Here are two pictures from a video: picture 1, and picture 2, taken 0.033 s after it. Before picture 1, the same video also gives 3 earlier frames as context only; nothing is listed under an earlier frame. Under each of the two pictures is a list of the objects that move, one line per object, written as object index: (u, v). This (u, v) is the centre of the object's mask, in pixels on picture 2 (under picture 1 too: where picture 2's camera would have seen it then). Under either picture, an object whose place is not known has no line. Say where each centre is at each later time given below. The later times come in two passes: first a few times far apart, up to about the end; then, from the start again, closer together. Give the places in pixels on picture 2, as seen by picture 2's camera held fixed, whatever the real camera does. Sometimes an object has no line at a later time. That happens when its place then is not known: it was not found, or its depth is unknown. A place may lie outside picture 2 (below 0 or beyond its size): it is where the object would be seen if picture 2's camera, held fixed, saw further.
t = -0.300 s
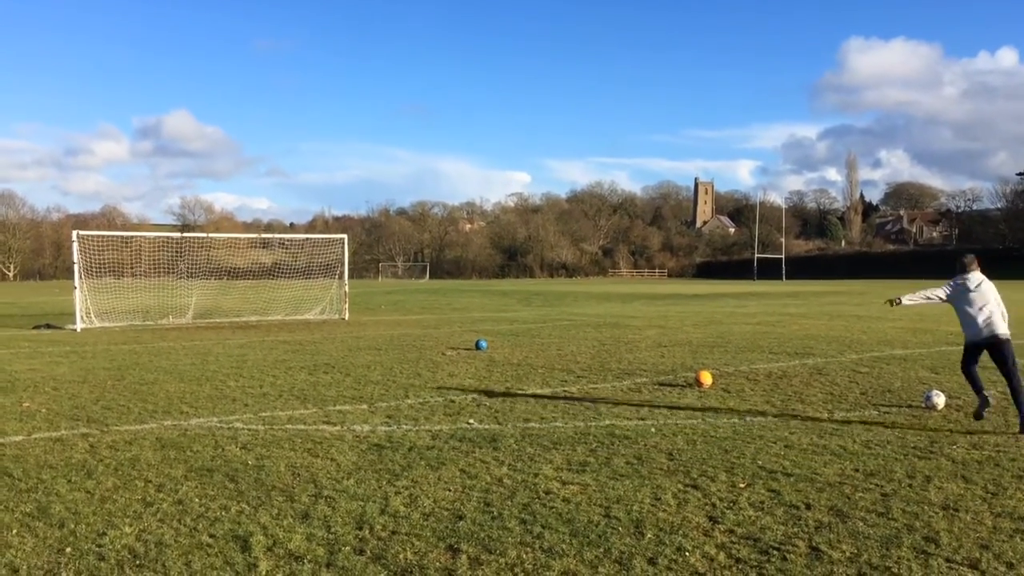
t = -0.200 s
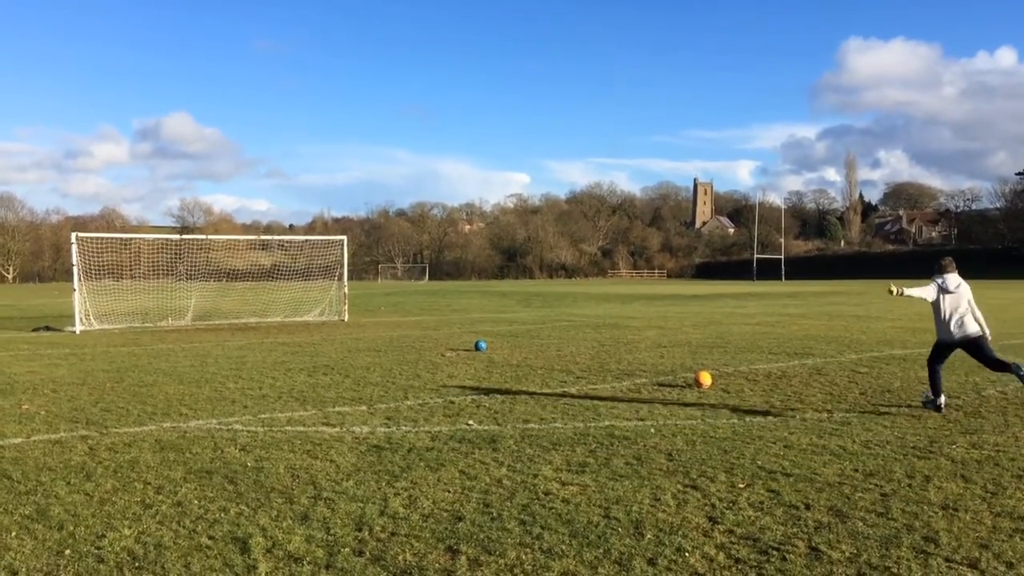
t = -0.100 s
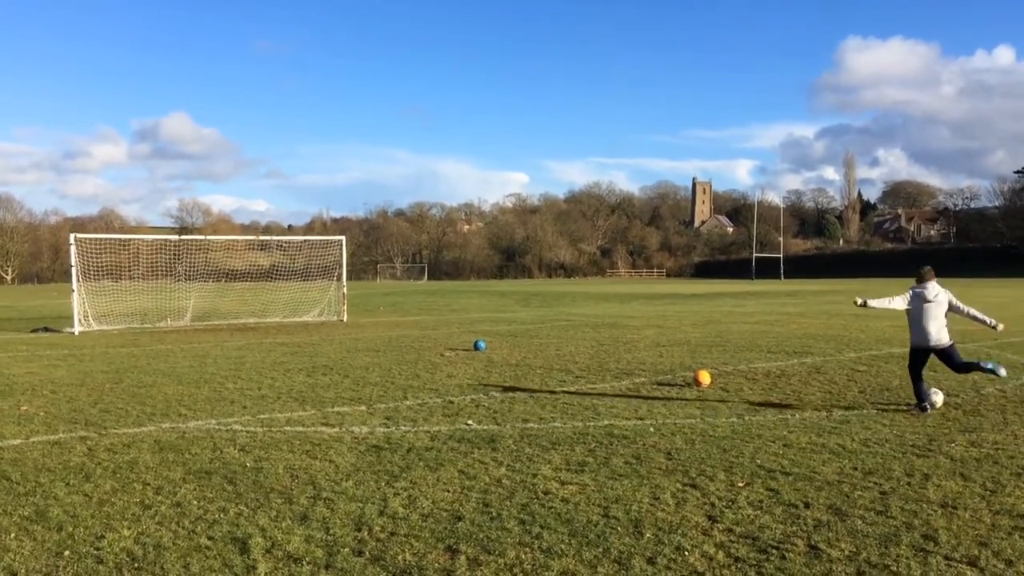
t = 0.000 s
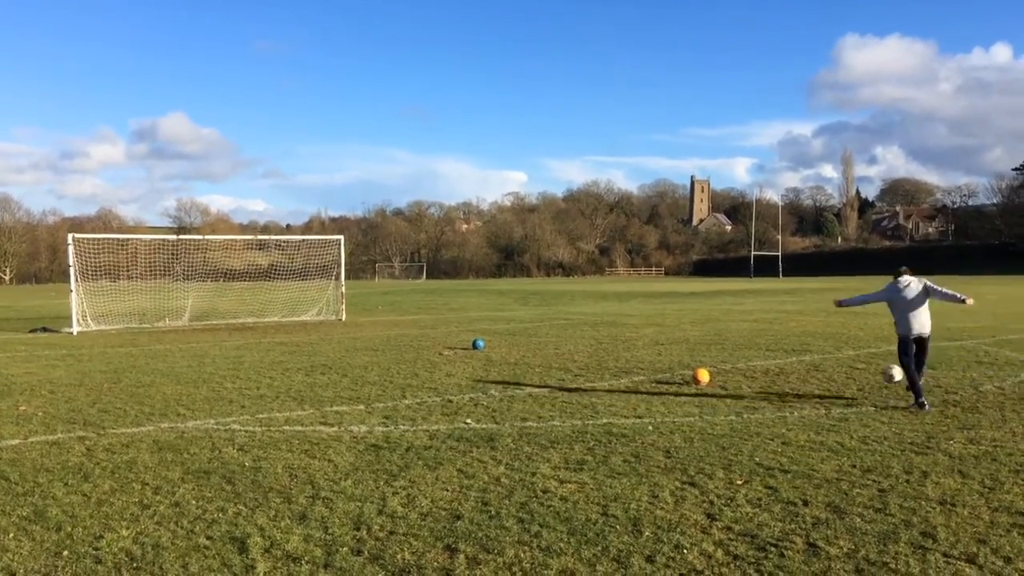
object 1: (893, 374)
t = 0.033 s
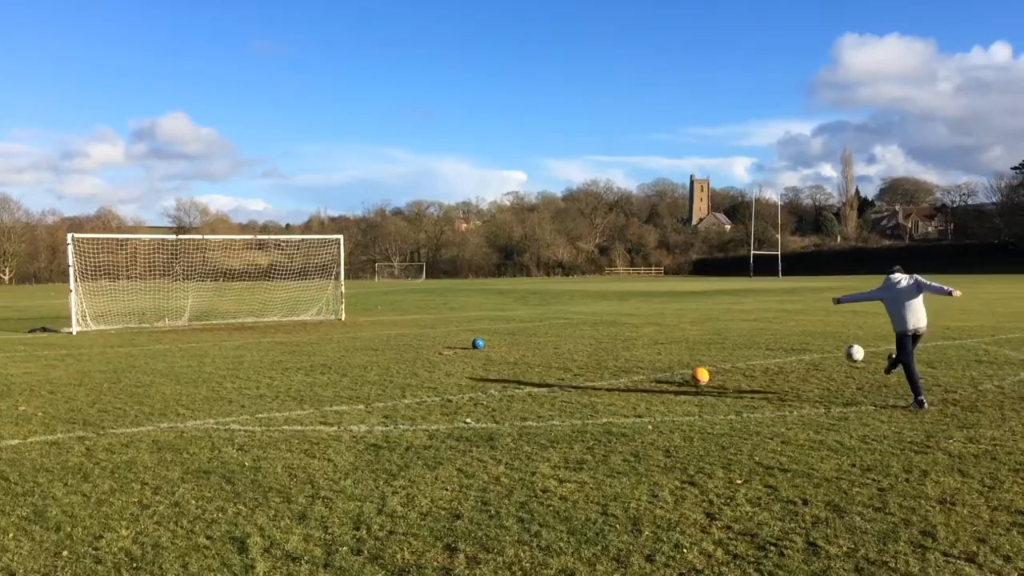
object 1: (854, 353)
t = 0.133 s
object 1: (757, 307)
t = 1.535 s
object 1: (213, 312)
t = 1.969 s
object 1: (144, 321)
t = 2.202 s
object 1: (134, 322)
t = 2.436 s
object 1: (136, 322)
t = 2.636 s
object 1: (139, 322)
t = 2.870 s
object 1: (142, 322)
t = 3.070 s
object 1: (143, 323)
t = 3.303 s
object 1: (145, 323)
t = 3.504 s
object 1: (146, 323)
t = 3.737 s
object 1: (146, 323)
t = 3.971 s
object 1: (145, 323)
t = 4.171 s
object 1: (146, 323)
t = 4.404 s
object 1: (146, 323)
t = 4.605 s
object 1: (146, 323)
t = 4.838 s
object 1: (145, 323)
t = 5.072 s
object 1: (147, 323)
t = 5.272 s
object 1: (148, 324)
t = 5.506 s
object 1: (148, 323)
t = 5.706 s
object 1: (147, 324)
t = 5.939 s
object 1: (147, 323)
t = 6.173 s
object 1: (147, 323)
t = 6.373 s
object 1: (147, 324)
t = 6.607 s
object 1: (148, 324)
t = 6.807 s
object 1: (147, 323)
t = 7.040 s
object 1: (147, 323)
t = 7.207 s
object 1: (147, 323)
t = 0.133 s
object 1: (757, 307)
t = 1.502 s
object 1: (220, 312)
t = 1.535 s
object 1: (213, 312)
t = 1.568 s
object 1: (207, 312)
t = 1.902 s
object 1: (152, 321)
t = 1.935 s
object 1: (147, 321)
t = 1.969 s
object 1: (144, 321)
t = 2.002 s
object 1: (141, 321)
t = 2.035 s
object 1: (138, 321)
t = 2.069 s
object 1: (137, 321)
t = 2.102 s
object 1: (135, 322)
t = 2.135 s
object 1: (134, 323)
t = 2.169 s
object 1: (134, 322)
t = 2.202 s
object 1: (134, 322)
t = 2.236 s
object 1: (133, 322)
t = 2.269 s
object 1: (133, 323)
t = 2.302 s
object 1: (135, 322)
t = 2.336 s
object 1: (136, 322)
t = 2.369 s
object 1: (136, 322)
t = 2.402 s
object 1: (136, 322)
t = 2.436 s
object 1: (136, 322)
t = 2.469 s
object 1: (137, 321)
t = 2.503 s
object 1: (137, 322)
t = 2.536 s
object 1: (138, 322)
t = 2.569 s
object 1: (138, 322)
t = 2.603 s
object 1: (138, 322)
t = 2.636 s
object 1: (139, 322)
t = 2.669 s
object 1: (139, 322)
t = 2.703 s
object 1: (140, 322)
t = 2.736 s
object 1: (140, 322)
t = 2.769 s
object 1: (141, 322)
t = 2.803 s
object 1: (141, 322)
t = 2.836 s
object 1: (141, 323)
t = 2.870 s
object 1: (142, 322)
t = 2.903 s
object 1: (142, 323)
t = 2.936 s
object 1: (142, 322)
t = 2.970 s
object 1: (143, 322)
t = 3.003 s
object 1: (143, 322)
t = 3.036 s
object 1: (143, 322)
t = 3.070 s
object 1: (143, 323)
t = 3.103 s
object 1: (144, 323)
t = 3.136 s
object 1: (144, 323)
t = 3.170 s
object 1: (144, 322)
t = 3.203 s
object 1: (144, 322)
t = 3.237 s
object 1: (145, 323)
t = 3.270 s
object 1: (146, 323)
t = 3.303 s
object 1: (145, 323)
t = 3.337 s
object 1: (146, 323)
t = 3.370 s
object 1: (146, 323)
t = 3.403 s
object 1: (146, 323)
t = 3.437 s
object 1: (146, 323)
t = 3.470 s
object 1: (146, 323)
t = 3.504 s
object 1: (146, 323)
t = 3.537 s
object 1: (146, 323)
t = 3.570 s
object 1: (146, 323)
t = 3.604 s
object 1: (146, 323)
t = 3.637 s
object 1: (146, 323)
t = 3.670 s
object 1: (146, 323)
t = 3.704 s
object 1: (146, 323)
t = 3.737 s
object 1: (146, 323)
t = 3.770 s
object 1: (146, 323)
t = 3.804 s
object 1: (146, 323)
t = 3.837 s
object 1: (146, 323)
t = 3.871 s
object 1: (145, 323)
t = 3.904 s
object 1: (145, 323)
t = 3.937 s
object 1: (145, 323)
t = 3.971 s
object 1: (145, 323)
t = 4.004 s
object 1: (146, 323)
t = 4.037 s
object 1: (145, 323)
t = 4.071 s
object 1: (146, 323)
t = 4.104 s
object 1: (146, 323)
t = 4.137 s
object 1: (146, 323)
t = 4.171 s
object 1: (146, 323)
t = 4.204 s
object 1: (146, 323)
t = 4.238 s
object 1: (146, 323)
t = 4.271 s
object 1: (145, 323)
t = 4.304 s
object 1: (146, 323)
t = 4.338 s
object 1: (146, 323)
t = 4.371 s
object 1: (146, 323)
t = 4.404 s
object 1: (146, 323)
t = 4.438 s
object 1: (146, 323)
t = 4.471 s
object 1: (146, 323)
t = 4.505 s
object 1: (146, 323)
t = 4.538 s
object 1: (146, 323)
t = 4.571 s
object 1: (146, 323)
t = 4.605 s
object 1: (146, 323)
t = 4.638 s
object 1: (146, 323)
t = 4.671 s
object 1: (146, 323)
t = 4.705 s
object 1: (146, 323)
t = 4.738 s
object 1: (146, 323)
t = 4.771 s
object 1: (146, 323)
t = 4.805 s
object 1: (145, 323)
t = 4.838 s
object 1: (145, 323)
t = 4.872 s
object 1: (146, 323)
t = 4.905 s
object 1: (146, 323)
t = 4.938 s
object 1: (146, 323)
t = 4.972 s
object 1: (146, 323)
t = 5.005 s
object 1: (146, 323)
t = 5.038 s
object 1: (146, 323)
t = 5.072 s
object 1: (147, 323)
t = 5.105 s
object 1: (147, 323)
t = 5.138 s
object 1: (147, 323)
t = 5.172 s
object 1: (147, 323)
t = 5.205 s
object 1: (148, 323)
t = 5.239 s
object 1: (148, 324)
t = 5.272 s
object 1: (148, 324)
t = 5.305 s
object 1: (149, 324)
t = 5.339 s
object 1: (149, 323)
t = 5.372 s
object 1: (148, 324)
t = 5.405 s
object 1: (148, 324)
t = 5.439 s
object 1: (148, 324)
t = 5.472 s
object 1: (148, 324)
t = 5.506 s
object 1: (148, 323)
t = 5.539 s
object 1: (148, 324)
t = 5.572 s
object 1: (148, 324)
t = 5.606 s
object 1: (148, 324)
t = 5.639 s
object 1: (147, 324)
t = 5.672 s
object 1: (148, 324)
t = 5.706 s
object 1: (147, 324)
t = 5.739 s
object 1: (148, 324)
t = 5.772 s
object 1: (148, 323)
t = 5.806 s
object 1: (148, 324)
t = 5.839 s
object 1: (148, 324)
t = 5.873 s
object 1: (148, 324)
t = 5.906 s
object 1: (147, 324)
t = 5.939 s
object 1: (147, 323)
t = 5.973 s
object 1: (147, 324)
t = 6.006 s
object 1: (147, 324)
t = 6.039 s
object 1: (147, 324)
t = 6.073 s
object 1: (147, 324)
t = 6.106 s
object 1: (147, 323)
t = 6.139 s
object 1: (147, 323)
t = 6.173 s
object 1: (147, 323)
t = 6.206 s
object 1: (147, 324)
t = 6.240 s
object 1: (147, 324)
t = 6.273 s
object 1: (147, 323)
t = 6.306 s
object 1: (147, 323)
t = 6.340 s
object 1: (147, 323)
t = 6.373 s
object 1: (147, 324)
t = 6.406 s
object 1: (147, 324)
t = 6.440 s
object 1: (147, 324)
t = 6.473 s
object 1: (147, 324)
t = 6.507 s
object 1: (147, 324)
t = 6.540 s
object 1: (147, 324)
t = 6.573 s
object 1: (147, 324)
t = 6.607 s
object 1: (148, 324)
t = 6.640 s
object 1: (148, 323)
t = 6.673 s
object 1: (147, 323)
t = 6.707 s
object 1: (147, 323)
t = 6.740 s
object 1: (147, 323)
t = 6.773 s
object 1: (147, 323)
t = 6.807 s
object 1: (147, 323)
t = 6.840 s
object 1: (148, 323)
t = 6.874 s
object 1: (148, 323)
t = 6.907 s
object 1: (148, 323)
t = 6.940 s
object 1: (147, 323)
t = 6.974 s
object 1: (147, 323)
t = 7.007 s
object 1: (147, 323)
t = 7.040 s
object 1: (147, 323)
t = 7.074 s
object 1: (147, 323)
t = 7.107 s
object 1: (147, 323)
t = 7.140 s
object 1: (147, 323)
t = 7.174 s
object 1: (147, 323)
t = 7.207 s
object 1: (147, 323)
